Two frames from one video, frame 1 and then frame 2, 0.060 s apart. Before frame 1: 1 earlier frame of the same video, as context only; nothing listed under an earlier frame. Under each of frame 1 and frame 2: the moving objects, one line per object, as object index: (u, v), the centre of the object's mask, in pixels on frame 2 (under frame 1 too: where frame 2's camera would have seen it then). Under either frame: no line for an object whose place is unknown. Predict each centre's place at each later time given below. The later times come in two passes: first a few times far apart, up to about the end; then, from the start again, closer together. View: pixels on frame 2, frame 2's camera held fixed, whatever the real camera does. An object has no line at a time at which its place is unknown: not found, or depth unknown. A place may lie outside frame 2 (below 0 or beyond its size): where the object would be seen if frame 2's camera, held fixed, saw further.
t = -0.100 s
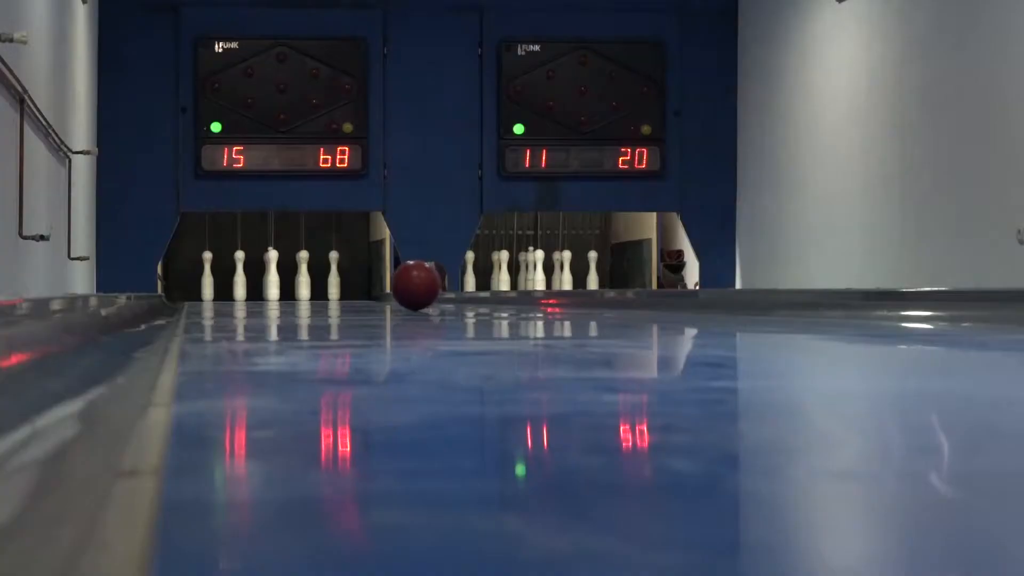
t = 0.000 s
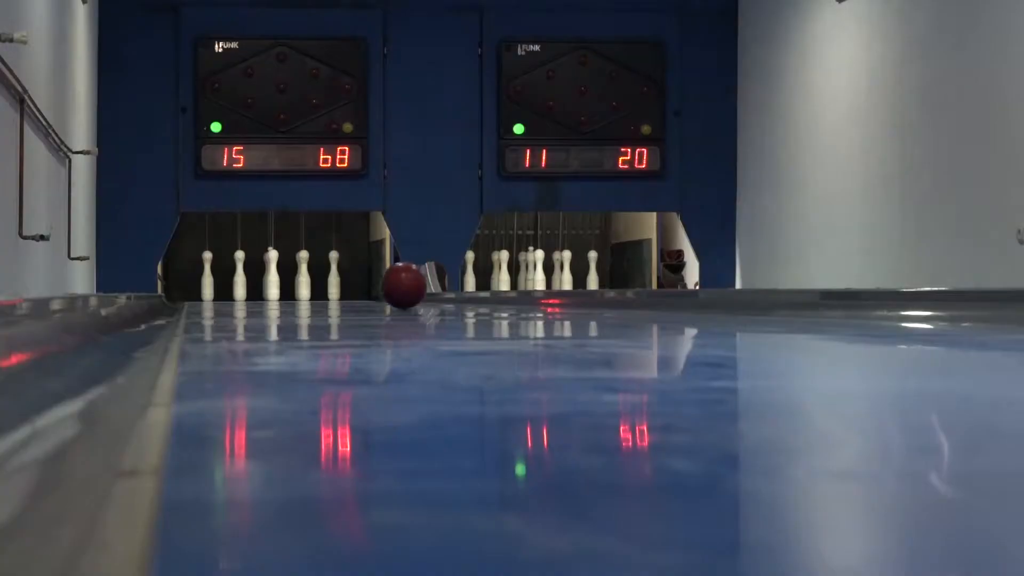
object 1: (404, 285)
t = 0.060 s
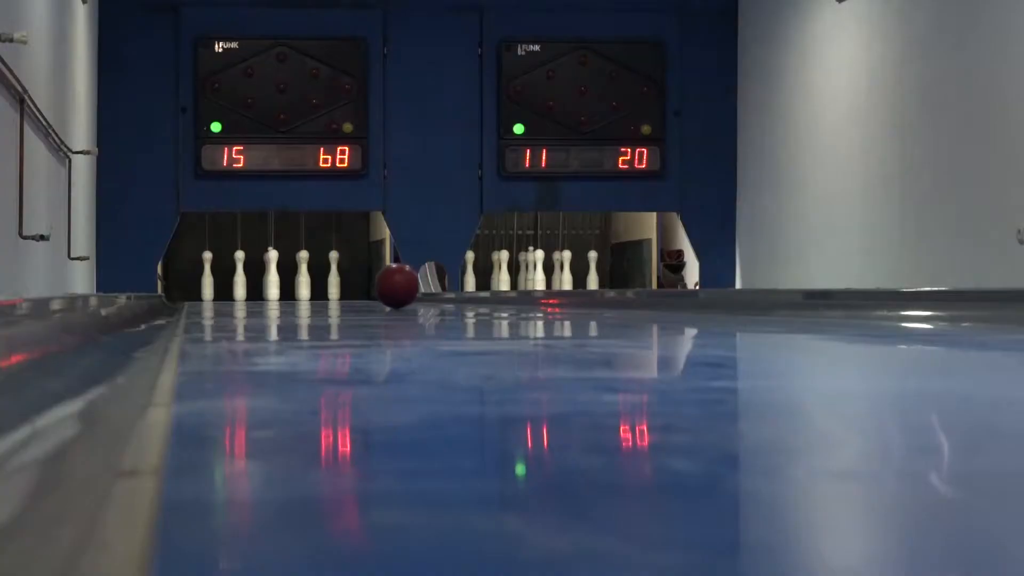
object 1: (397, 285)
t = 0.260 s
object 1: (377, 286)
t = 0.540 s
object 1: (355, 287)
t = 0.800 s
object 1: (338, 288)
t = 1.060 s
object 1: (323, 289)
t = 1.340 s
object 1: (310, 290)
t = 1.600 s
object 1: (299, 290)
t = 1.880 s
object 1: (289, 290)
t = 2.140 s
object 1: (281, 290)
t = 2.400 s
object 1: (276, 291)
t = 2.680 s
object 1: (280, 291)
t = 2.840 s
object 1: (282, 292)
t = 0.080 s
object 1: (395, 286)
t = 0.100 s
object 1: (393, 286)
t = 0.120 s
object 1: (390, 286)
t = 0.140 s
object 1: (388, 286)
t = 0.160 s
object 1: (386, 286)
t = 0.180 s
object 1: (385, 286)
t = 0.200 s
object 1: (382, 286)
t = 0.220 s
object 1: (381, 286)
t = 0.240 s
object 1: (379, 286)
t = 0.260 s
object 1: (377, 286)
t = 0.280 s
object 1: (375, 286)
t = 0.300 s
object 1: (373, 287)
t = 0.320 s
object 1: (371, 287)
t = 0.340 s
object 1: (370, 287)
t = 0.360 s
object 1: (368, 287)
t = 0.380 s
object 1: (366, 287)
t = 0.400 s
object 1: (365, 287)
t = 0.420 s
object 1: (364, 287)
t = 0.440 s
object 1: (362, 287)
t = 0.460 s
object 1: (361, 287)
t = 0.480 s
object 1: (359, 287)
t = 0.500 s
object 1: (358, 287)
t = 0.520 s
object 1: (356, 287)
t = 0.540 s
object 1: (355, 287)
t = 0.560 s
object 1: (353, 287)
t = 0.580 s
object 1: (352, 287)
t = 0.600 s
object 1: (351, 287)
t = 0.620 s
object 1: (350, 287)
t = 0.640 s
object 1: (348, 288)
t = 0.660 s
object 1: (347, 288)
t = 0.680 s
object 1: (345, 288)
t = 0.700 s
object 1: (344, 288)
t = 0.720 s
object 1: (343, 288)
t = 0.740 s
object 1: (341, 288)
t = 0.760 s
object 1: (340, 288)
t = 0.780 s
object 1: (339, 288)
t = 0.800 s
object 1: (338, 288)
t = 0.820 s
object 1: (336, 288)
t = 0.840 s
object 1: (335, 288)
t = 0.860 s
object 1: (334, 288)
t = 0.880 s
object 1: (333, 288)
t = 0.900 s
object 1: (331, 288)
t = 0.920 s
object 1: (330, 288)
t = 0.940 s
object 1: (330, 289)
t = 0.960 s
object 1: (328, 289)
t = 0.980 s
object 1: (327, 289)
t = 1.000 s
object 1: (326, 289)
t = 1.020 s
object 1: (326, 289)
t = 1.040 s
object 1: (324, 289)
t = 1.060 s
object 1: (323, 289)
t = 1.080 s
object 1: (322, 289)
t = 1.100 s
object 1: (321, 289)
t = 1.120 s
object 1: (320, 289)
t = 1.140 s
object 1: (319, 289)
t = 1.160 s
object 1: (318, 289)
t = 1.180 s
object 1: (317, 289)
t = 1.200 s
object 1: (316, 289)
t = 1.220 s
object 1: (315, 290)
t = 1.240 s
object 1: (314, 289)
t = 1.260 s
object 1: (314, 289)
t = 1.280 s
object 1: (313, 290)
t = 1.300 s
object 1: (312, 290)
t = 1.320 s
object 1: (311, 290)
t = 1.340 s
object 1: (310, 290)
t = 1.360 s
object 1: (309, 290)
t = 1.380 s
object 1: (308, 290)
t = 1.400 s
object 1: (308, 290)
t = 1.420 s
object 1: (306, 290)
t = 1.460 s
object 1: (305, 290)
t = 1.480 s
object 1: (304, 290)
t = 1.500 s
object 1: (303, 290)
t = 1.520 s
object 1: (302, 290)
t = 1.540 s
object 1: (301, 290)
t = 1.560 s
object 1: (301, 290)
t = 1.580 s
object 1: (299, 290)
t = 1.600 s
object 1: (299, 290)
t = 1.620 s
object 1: (298, 290)
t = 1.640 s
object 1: (297, 290)
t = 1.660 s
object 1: (296, 290)
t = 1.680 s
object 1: (296, 290)
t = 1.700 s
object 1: (295, 290)
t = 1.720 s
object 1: (294, 290)
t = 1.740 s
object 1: (293, 290)
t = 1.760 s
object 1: (293, 290)
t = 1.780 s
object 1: (293, 290)
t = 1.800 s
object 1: (292, 291)
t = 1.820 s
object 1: (291, 290)
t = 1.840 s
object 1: (290, 290)
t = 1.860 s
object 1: (290, 290)
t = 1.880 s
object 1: (289, 290)
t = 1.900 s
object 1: (288, 290)
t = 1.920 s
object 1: (288, 290)
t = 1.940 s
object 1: (287, 290)
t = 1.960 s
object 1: (287, 290)
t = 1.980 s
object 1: (286, 290)
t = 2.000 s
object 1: (285, 290)
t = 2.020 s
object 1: (285, 290)
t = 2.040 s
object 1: (284, 290)
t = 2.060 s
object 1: (284, 290)
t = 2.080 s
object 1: (283, 290)
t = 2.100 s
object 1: (282, 290)
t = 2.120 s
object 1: (282, 290)
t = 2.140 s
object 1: (281, 290)
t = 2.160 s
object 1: (280, 290)
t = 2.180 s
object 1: (280, 290)
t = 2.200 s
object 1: (279, 290)
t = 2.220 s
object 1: (278, 290)
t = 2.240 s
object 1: (278, 290)
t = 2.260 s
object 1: (277, 290)
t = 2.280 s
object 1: (277, 291)
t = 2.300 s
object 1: (276, 291)
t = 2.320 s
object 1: (275, 291)
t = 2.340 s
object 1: (275, 291)
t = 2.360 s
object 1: (275, 291)
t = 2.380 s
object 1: (275, 291)
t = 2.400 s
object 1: (276, 291)
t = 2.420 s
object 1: (276, 291)
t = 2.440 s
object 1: (276, 291)
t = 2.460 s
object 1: (277, 291)
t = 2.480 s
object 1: (277, 291)
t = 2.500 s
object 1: (277, 291)
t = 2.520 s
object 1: (278, 291)
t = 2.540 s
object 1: (278, 291)
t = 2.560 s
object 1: (279, 291)
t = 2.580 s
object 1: (279, 291)
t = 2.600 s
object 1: (279, 291)
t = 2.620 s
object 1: (280, 291)
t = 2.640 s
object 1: (279, 291)
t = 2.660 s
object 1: (279, 292)
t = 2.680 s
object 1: (280, 291)
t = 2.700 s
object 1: (281, 291)
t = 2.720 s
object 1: (281, 291)
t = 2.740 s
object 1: (282, 291)
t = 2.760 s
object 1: (281, 291)
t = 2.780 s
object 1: (281, 292)
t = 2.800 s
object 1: (281, 291)
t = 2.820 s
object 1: (281, 291)
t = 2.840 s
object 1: (282, 292)
